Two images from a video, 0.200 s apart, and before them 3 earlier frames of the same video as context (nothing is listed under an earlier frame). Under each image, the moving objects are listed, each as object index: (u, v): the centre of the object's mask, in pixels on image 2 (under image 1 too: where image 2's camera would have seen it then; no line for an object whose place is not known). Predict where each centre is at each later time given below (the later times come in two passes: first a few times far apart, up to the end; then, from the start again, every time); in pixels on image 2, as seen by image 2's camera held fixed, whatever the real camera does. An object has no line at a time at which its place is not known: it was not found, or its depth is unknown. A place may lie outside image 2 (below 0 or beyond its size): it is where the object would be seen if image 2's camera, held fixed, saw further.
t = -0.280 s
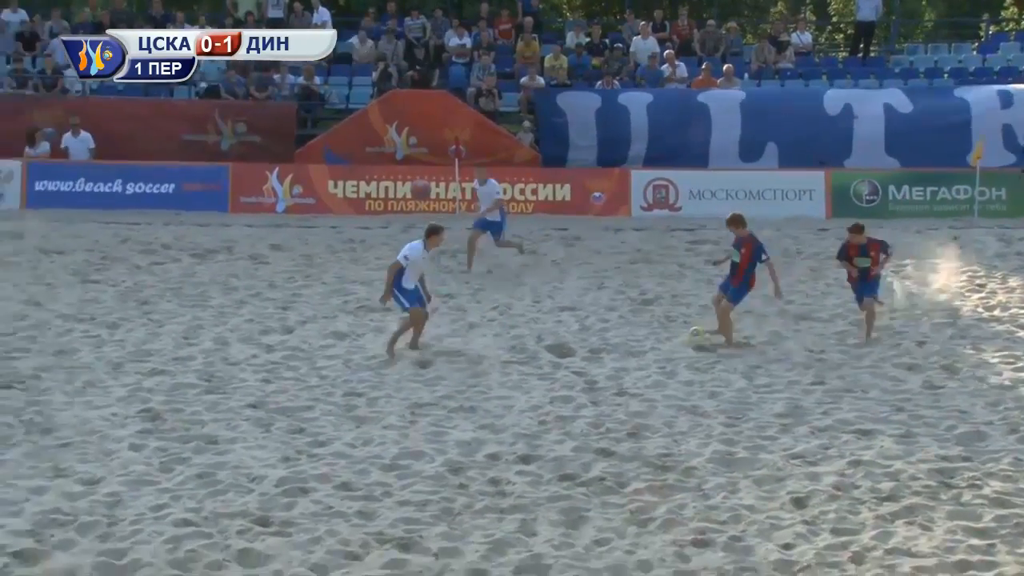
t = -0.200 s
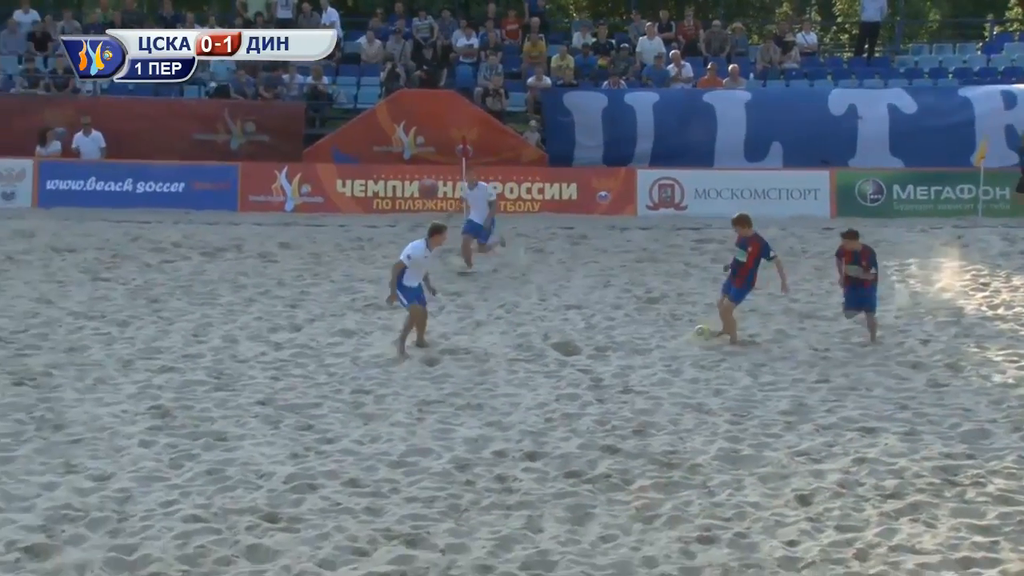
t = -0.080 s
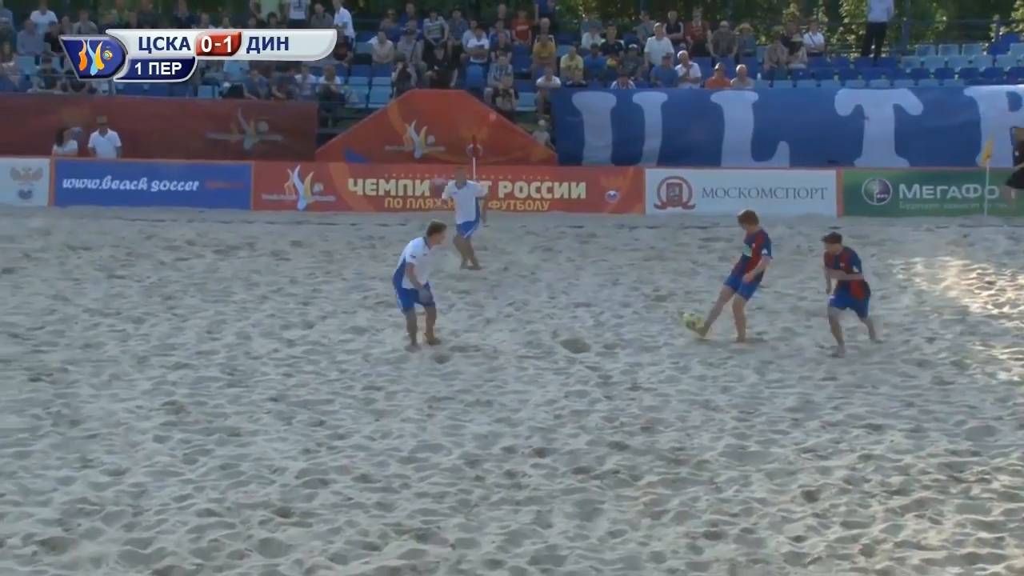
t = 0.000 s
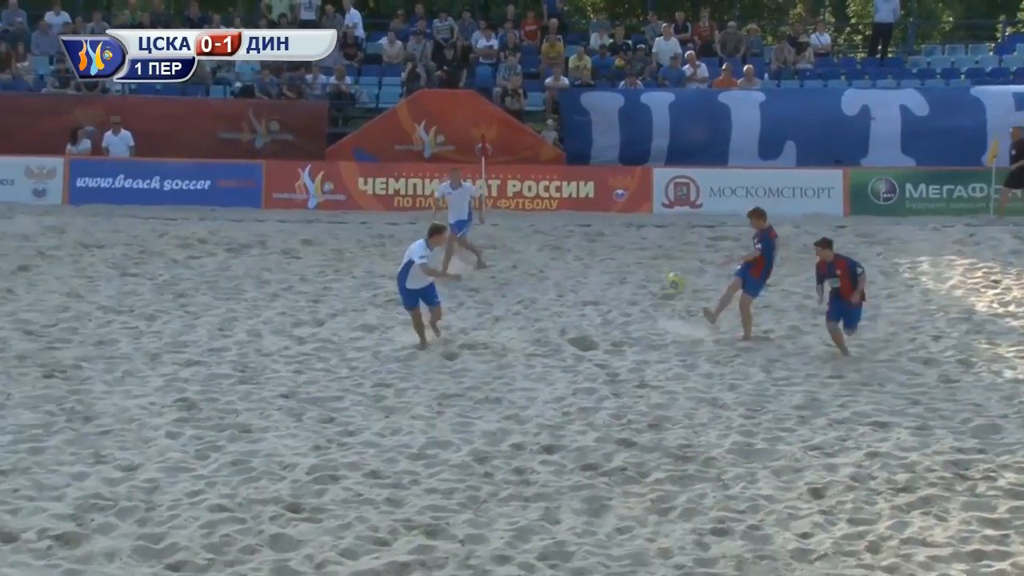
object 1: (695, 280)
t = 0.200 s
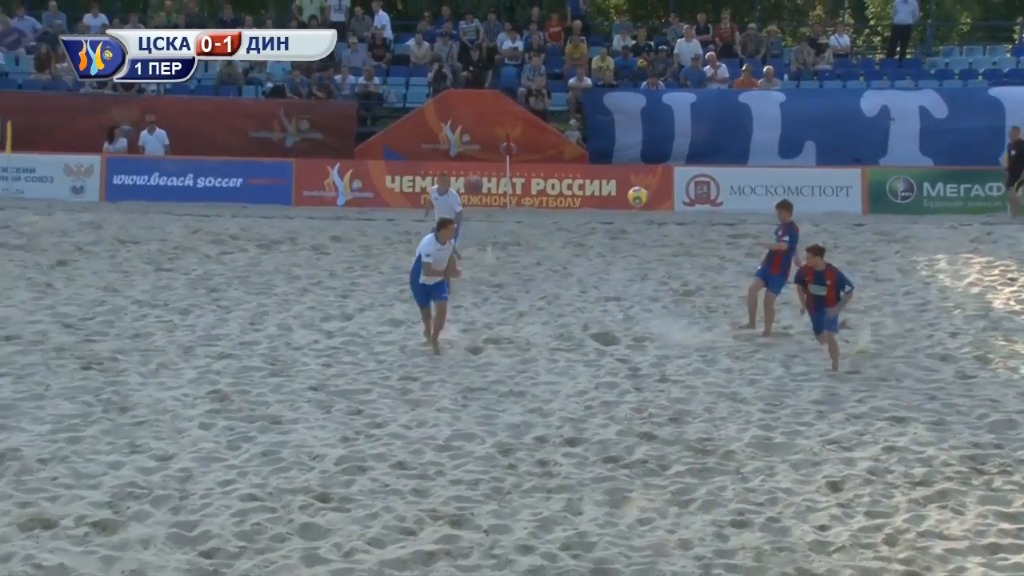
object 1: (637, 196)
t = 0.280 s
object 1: (611, 169)
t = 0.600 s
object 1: (490, 103)
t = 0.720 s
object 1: (437, 103)
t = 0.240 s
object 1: (624, 182)
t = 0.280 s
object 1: (611, 169)
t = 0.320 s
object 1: (598, 157)
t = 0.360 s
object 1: (584, 146)
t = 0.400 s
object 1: (569, 135)
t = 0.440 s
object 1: (554, 126)
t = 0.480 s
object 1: (538, 119)
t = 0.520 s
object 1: (522, 112)
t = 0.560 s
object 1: (506, 106)
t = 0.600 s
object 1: (490, 103)
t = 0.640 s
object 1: (472, 100)
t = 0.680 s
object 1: (455, 101)
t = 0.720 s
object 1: (437, 103)
